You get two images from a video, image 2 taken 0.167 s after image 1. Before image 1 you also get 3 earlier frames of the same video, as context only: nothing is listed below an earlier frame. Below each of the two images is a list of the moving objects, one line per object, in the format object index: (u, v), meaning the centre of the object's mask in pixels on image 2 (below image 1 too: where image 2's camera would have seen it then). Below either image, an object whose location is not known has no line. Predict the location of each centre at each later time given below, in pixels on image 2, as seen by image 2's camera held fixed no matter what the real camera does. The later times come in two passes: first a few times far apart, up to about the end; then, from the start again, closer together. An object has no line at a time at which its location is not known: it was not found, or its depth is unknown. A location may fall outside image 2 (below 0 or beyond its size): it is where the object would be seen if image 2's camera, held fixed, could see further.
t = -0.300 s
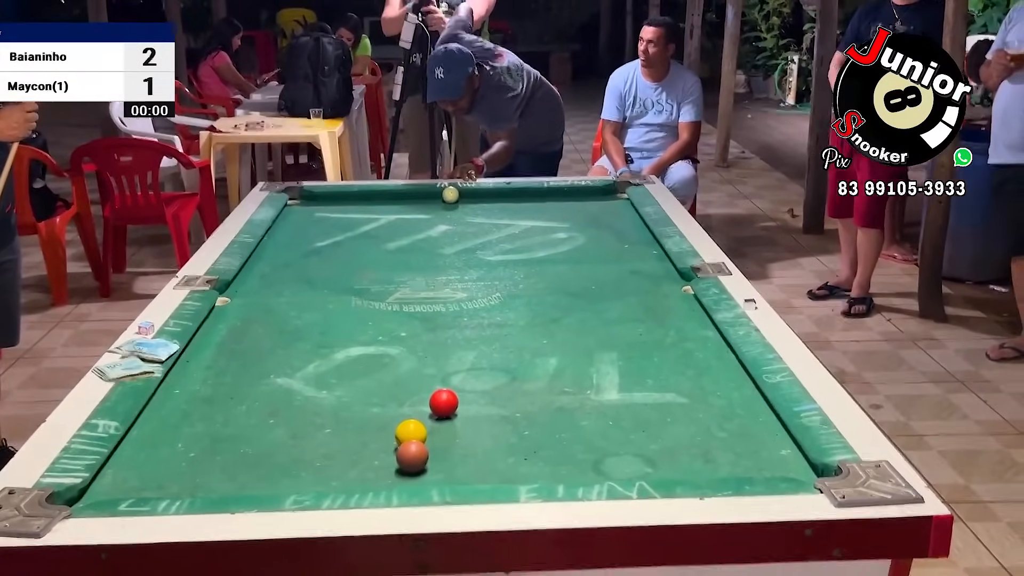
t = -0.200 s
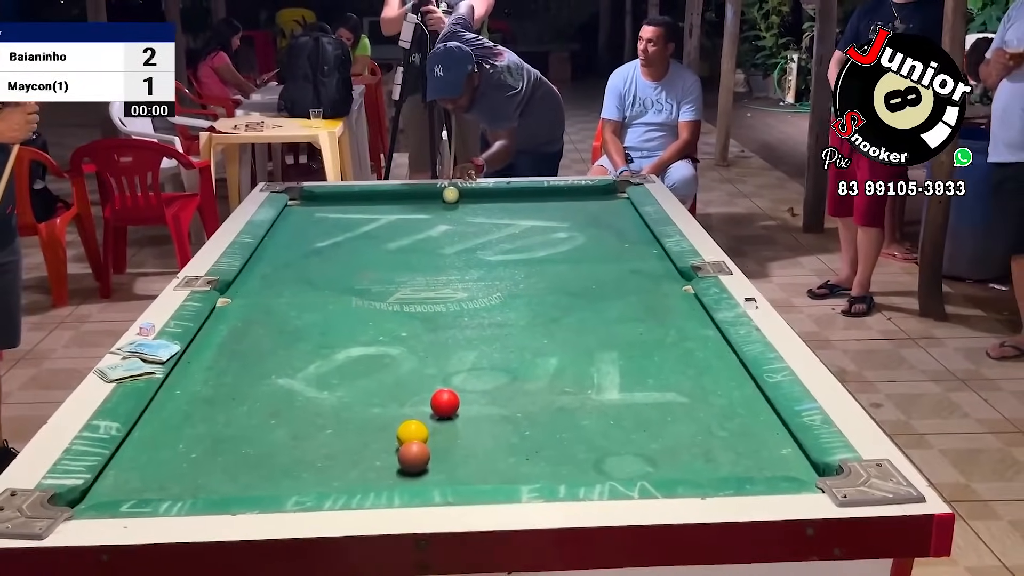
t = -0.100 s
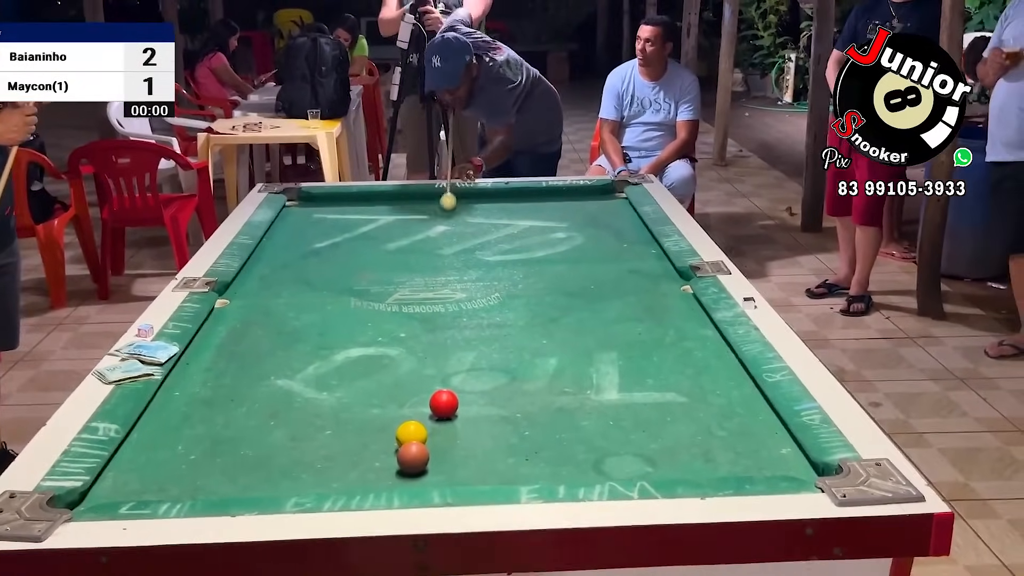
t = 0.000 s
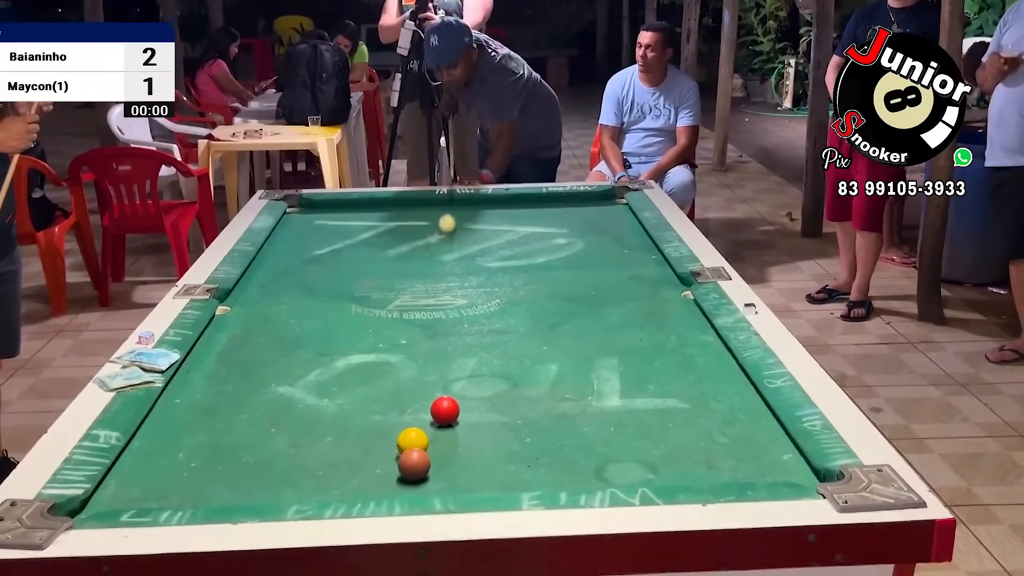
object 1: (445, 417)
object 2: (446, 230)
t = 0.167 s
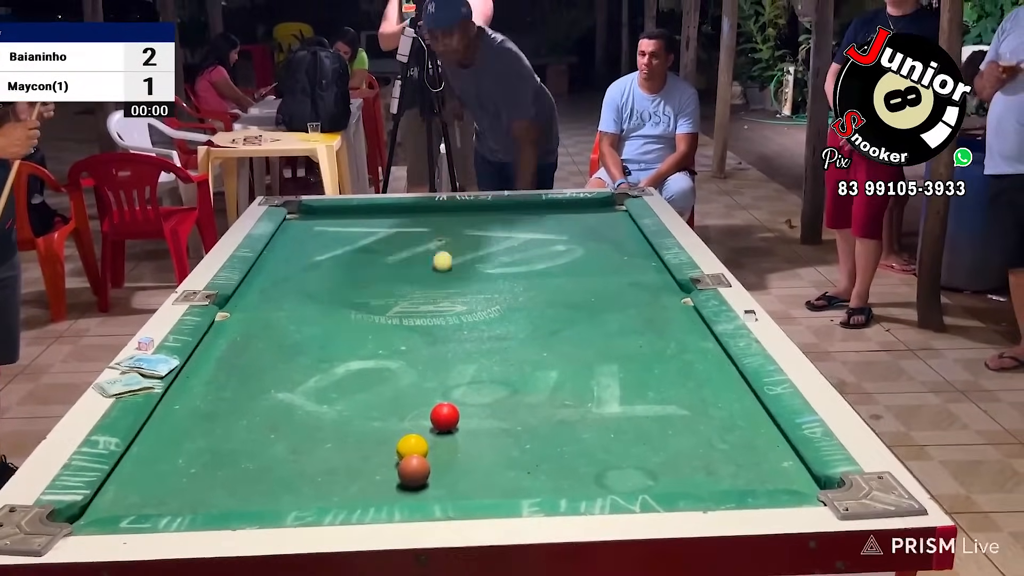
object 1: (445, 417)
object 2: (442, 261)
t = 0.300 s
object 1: (445, 417)
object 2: (439, 291)
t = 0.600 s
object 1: (445, 418)
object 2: (427, 384)
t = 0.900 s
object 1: (567, 472)
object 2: (315, 493)
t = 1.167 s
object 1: (654, 470)
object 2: (254, 442)
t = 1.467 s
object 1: (707, 432)
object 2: (207, 387)
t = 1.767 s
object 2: (232, 347)
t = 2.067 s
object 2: (283, 318)
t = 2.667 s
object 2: (358, 274)
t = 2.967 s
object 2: (386, 259)
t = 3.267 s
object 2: (411, 245)
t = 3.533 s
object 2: (430, 235)
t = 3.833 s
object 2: (449, 225)
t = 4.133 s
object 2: (466, 216)
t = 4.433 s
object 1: (525, 324)
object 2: (481, 210)
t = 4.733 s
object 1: (523, 324)
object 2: (494, 207)
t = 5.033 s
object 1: (523, 324)
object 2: (503, 210)
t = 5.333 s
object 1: (523, 324)
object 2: (510, 212)
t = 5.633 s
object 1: (523, 324)
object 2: (517, 214)
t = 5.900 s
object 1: (523, 324)
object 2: (520, 215)
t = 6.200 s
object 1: (523, 324)
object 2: (522, 215)
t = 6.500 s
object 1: (523, 324)
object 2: (523, 215)
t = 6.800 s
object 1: (523, 324)
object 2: (523, 215)
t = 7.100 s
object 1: (523, 324)
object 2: (523, 215)
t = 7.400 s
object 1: (523, 324)
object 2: (523, 215)
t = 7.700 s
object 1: (523, 324)
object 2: (523, 215)
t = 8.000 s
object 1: (523, 324)
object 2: (523, 215)
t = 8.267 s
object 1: (523, 324)
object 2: (523, 215)
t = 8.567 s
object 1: (523, 324)
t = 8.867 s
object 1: (523, 324)
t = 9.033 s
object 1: (523, 324)
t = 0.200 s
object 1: (445, 417)
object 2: (442, 268)
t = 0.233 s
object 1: (445, 417)
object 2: (441, 275)
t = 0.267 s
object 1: (445, 417)
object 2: (440, 283)
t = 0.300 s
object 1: (445, 417)
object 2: (439, 291)
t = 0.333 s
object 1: (445, 417)
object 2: (438, 299)
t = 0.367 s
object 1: (445, 417)
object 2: (436, 308)
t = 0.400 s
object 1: (445, 417)
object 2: (436, 317)
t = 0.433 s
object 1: (445, 417)
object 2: (434, 327)
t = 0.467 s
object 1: (445, 418)
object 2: (433, 337)
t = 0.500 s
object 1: (445, 418)
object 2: (431, 348)
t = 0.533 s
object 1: (445, 417)
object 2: (430, 359)
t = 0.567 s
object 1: (445, 418)
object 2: (429, 371)
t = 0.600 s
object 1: (445, 418)
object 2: (427, 384)
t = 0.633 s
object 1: (445, 418)
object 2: (425, 397)
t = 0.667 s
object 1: (453, 420)
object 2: (419, 411)
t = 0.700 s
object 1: (471, 429)
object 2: (403, 421)
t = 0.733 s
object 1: (487, 437)
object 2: (389, 432)
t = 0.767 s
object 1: (503, 444)
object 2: (376, 445)
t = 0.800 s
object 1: (519, 451)
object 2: (362, 457)
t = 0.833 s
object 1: (534, 458)
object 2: (347, 470)
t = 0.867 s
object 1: (550, 465)
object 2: (330, 484)
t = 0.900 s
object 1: (567, 472)
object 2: (315, 493)
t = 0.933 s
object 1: (584, 478)
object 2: (301, 494)
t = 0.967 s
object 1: (601, 483)
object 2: (293, 490)
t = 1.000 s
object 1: (618, 486)
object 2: (286, 481)
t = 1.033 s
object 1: (626, 484)
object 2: (279, 473)
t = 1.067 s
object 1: (633, 481)
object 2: (273, 465)
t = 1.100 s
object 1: (641, 478)
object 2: (266, 457)
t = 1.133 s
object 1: (648, 475)
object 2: (260, 449)
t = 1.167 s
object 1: (654, 470)
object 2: (254, 442)
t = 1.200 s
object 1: (661, 466)
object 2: (248, 435)
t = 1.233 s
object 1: (667, 461)
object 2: (242, 428)
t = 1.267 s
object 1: (673, 457)
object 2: (237, 422)
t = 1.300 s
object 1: (679, 452)
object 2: (231, 416)
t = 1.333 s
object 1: (685, 448)
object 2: (226, 409)
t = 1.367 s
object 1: (691, 444)
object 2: (221, 404)
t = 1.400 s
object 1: (697, 440)
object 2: (216, 398)
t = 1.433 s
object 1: (702, 436)
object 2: (212, 392)
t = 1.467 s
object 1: (707, 432)
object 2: (207, 387)
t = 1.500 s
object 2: (203, 381)
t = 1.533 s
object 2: (199, 376)
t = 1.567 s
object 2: (194, 371)
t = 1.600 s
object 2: (198, 367)
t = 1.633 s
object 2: (205, 363)
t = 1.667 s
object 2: (212, 359)
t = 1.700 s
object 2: (219, 355)
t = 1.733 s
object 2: (226, 351)
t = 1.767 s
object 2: (232, 347)
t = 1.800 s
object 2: (238, 344)
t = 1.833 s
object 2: (244, 340)
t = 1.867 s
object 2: (250, 337)
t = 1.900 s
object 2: (256, 333)
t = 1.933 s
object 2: (262, 330)
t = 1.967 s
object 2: (268, 327)
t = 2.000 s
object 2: (273, 324)
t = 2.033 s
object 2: (278, 321)
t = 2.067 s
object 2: (283, 318)
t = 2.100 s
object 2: (288, 315)
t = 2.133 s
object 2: (293, 312)
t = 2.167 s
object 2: (298, 309)
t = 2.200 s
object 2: (302, 307)
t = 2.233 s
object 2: (307, 304)
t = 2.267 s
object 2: (311, 301)
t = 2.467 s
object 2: (336, 287)
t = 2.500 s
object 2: (340, 285)
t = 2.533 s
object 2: (343, 283)
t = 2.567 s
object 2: (347, 280)
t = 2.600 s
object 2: (351, 278)
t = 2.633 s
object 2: (354, 276)
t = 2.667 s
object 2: (358, 274)
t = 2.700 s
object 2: (361, 273)
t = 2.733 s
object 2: (365, 271)
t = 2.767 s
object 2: (368, 269)
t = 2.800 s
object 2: (371, 267)
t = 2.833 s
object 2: (374, 265)
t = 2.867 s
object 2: (377, 263)
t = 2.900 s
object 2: (380, 262)
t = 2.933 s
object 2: (384, 260)
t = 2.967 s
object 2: (386, 259)
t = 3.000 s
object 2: (389, 257)
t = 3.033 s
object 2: (392, 255)
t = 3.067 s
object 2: (395, 254)
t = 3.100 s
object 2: (398, 252)
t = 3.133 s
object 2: (401, 251)
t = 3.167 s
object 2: (403, 249)
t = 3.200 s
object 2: (406, 248)
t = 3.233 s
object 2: (409, 246)
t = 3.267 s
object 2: (411, 245)
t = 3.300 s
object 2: (413, 244)
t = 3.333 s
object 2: (416, 242)
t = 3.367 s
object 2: (419, 241)
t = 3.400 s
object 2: (421, 239)
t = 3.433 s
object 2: (423, 238)
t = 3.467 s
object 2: (425, 237)
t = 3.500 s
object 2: (428, 236)
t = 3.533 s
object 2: (430, 235)
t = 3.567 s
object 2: (432, 233)
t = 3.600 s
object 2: (434, 232)
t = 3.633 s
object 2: (437, 231)
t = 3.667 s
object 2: (439, 230)
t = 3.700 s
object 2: (440, 229)
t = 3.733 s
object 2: (442, 228)
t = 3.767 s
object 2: (445, 227)
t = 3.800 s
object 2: (447, 226)
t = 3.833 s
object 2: (449, 225)
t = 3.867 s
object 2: (451, 224)
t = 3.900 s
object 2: (453, 223)
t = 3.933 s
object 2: (455, 222)
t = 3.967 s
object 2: (457, 221)
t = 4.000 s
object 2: (459, 220)
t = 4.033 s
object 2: (461, 219)
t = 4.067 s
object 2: (462, 218)
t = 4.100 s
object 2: (464, 217)
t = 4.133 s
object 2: (466, 216)
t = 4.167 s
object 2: (468, 216)
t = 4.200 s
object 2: (470, 215)
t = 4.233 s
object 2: (472, 214)
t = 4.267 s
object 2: (473, 213)
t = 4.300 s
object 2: (475, 212)
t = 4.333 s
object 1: (527, 324)
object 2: (477, 212)
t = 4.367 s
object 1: (526, 324)
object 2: (478, 211)
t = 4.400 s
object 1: (526, 324)
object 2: (480, 210)
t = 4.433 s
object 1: (525, 324)
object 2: (481, 210)
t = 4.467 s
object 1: (525, 324)
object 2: (483, 209)
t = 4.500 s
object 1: (524, 324)
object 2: (485, 208)
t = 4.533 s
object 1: (524, 324)
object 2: (486, 208)
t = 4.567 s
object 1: (524, 324)
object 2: (488, 207)
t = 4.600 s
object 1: (523, 324)
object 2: (489, 206)
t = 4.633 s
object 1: (523, 324)
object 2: (491, 206)
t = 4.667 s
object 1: (523, 324)
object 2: (492, 206)
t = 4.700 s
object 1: (523, 324)
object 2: (493, 207)
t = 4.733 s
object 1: (523, 324)
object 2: (494, 207)
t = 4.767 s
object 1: (523, 324)
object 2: (495, 207)
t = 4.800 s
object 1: (523, 324)
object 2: (496, 208)
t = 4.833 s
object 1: (523, 324)
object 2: (497, 208)
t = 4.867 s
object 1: (523, 324)
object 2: (498, 208)
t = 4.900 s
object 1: (523, 324)
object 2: (499, 209)
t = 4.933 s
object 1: (523, 324)
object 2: (500, 209)
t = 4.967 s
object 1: (523, 324)
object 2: (501, 209)
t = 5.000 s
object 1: (523, 324)
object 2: (502, 209)
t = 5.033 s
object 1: (523, 324)
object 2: (503, 210)
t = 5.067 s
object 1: (523, 324)
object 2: (504, 210)
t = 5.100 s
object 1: (523, 324)
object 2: (504, 210)
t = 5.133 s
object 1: (523, 324)
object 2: (505, 211)
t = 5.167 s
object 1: (523, 324)
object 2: (507, 211)
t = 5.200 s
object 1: (523, 324)
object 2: (507, 211)
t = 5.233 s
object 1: (523, 324)
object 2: (508, 211)
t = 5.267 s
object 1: (523, 324)
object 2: (509, 211)
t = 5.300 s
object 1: (523, 324)
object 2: (510, 212)
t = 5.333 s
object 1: (523, 324)
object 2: (510, 212)
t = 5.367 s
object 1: (523, 324)
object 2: (511, 212)
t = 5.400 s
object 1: (523, 324)
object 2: (512, 212)
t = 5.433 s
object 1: (523, 324)
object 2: (513, 212)
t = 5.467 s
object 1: (523, 324)
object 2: (514, 213)
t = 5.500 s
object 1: (523, 324)
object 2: (514, 213)
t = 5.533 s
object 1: (523, 324)
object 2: (515, 213)
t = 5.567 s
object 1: (523, 324)
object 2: (515, 213)
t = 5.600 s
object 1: (523, 324)
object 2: (516, 213)
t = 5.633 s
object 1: (523, 324)
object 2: (517, 214)
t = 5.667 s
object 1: (523, 324)
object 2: (517, 214)
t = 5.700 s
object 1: (523, 324)
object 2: (518, 214)
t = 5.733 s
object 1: (523, 324)
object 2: (518, 214)
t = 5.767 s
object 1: (523, 324)
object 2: (518, 214)
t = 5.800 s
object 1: (523, 324)
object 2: (519, 214)
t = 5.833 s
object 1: (523, 324)
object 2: (519, 214)
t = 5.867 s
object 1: (523, 324)
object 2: (519, 215)
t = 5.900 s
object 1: (523, 324)
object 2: (520, 215)
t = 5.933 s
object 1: (523, 324)
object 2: (520, 215)
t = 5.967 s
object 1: (523, 324)
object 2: (520, 215)
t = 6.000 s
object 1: (523, 324)
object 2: (521, 215)
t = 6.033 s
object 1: (523, 324)
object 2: (521, 215)
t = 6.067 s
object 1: (523, 324)
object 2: (521, 215)
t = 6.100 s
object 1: (523, 324)
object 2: (522, 215)
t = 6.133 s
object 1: (523, 324)
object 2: (522, 215)
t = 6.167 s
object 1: (523, 324)
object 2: (522, 215)
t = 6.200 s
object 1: (523, 324)
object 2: (522, 215)
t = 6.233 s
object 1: (523, 324)
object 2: (522, 215)
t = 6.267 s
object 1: (523, 324)
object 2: (523, 215)
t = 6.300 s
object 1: (523, 324)
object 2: (523, 215)
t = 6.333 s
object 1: (523, 324)
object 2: (523, 215)
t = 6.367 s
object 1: (523, 324)
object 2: (523, 215)
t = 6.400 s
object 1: (523, 324)
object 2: (523, 215)
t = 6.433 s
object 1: (523, 324)
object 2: (523, 215)
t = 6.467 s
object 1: (523, 324)
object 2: (523, 215)
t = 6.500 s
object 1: (523, 324)
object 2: (523, 215)
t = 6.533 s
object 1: (523, 324)
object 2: (523, 215)
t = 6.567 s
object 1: (523, 324)
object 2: (523, 215)
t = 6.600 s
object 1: (523, 324)
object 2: (523, 215)
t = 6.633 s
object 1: (523, 324)
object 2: (523, 216)
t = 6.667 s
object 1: (523, 324)
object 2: (523, 216)
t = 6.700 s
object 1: (523, 324)
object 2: (523, 215)
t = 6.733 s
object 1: (523, 324)
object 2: (523, 215)
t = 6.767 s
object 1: (523, 324)
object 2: (523, 215)
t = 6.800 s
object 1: (523, 324)
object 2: (523, 215)
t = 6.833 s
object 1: (523, 324)
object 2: (523, 215)
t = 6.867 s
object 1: (523, 324)
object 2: (523, 215)
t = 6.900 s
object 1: (523, 324)
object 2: (523, 215)
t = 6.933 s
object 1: (523, 324)
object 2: (523, 215)
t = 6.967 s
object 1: (523, 324)
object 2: (523, 215)
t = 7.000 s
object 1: (523, 324)
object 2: (523, 215)
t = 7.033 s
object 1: (523, 324)
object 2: (523, 215)
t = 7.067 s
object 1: (523, 324)
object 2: (523, 215)
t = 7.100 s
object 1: (523, 324)
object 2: (523, 215)
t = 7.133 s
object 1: (523, 324)
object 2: (523, 215)
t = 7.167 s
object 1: (523, 324)
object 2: (523, 215)
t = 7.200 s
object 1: (523, 324)
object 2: (523, 215)
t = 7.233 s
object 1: (523, 324)
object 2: (523, 215)
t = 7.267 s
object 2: (523, 215)
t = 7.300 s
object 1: (523, 324)
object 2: (523, 215)
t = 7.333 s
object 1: (523, 324)
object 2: (523, 215)
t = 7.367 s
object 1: (523, 324)
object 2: (523, 215)
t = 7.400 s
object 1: (523, 324)
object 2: (523, 215)
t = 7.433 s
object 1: (523, 324)
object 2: (523, 215)
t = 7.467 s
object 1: (523, 324)
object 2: (523, 215)
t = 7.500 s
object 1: (523, 324)
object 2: (523, 215)
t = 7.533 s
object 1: (523, 324)
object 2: (523, 215)
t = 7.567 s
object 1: (523, 324)
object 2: (523, 215)
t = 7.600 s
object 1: (523, 324)
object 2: (523, 215)
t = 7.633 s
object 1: (523, 324)
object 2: (523, 215)
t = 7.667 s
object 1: (523, 324)
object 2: (523, 215)
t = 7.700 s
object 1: (523, 324)
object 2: (523, 215)
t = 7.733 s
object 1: (523, 324)
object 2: (523, 215)
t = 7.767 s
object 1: (523, 324)
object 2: (523, 215)
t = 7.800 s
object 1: (523, 324)
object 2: (523, 215)
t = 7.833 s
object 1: (523, 324)
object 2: (523, 215)
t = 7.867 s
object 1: (523, 324)
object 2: (523, 215)
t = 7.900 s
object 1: (523, 324)
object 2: (523, 215)
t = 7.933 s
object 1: (523, 324)
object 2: (523, 215)
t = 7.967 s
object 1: (523, 324)
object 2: (523, 215)
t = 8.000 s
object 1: (523, 324)
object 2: (523, 215)
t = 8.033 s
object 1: (523, 324)
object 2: (523, 215)
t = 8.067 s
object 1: (523, 324)
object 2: (523, 215)
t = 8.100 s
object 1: (523, 324)
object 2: (523, 215)
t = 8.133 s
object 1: (523, 324)
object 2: (523, 215)
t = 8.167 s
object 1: (523, 324)
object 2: (523, 215)
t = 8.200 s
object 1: (523, 324)
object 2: (523, 215)
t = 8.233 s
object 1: (523, 324)
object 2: (523, 215)
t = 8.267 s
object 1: (523, 324)
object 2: (523, 215)
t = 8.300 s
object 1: (523, 324)
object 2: (523, 215)
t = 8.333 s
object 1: (523, 324)
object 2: (523, 215)
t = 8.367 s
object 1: (523, 324)
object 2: (523, 215)
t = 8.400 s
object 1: (523, 324)
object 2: (523, 215)
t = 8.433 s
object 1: (523, 324)
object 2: (523, 215)
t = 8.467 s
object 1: (523, 324)
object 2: (523, 215)
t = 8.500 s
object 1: (523, 324)
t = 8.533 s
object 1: (523, 324)
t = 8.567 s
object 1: (523, 324)
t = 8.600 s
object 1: (523, 324)
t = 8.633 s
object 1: (523, 324)
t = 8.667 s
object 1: (523, 324)
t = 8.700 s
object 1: (523, 324)
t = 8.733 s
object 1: (523, 324)
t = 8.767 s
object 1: (523, 324)
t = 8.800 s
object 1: (523, 324)
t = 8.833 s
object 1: (523, 324)
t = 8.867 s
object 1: (523, 324)
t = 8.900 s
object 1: (523, 324)
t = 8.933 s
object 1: (523, 324)
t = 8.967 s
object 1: (523, 324)
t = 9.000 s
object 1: (523, 324)
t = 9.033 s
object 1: (523, 324)
